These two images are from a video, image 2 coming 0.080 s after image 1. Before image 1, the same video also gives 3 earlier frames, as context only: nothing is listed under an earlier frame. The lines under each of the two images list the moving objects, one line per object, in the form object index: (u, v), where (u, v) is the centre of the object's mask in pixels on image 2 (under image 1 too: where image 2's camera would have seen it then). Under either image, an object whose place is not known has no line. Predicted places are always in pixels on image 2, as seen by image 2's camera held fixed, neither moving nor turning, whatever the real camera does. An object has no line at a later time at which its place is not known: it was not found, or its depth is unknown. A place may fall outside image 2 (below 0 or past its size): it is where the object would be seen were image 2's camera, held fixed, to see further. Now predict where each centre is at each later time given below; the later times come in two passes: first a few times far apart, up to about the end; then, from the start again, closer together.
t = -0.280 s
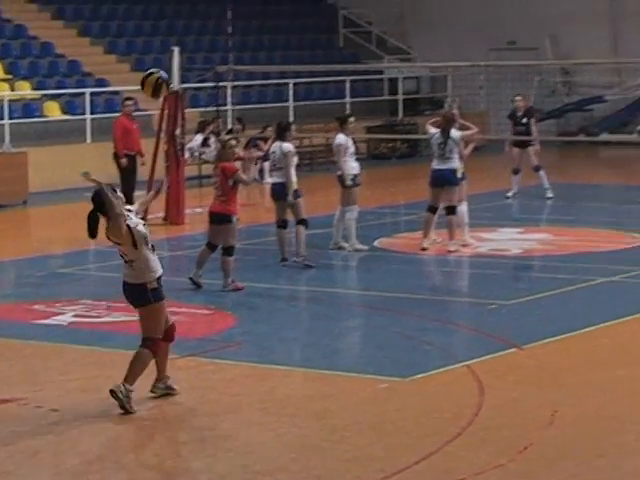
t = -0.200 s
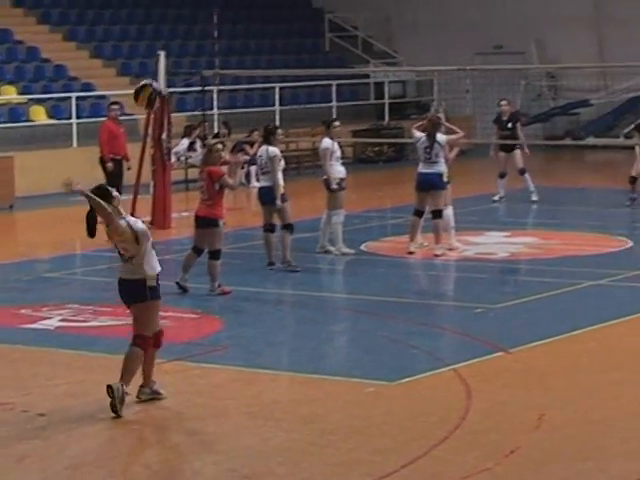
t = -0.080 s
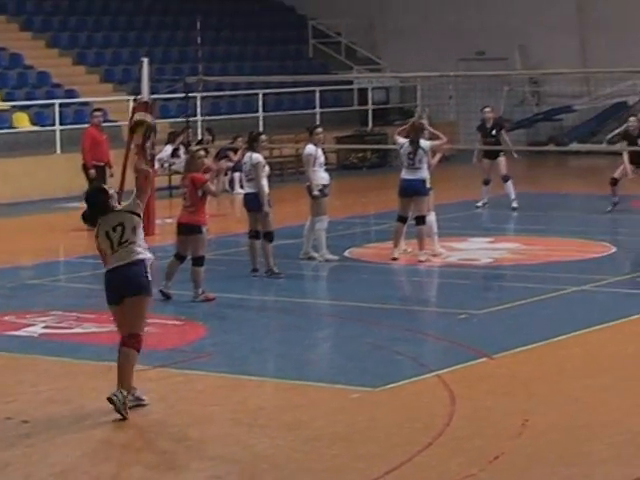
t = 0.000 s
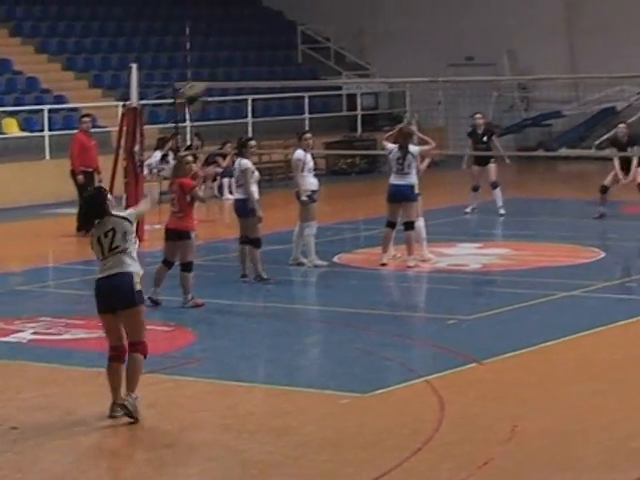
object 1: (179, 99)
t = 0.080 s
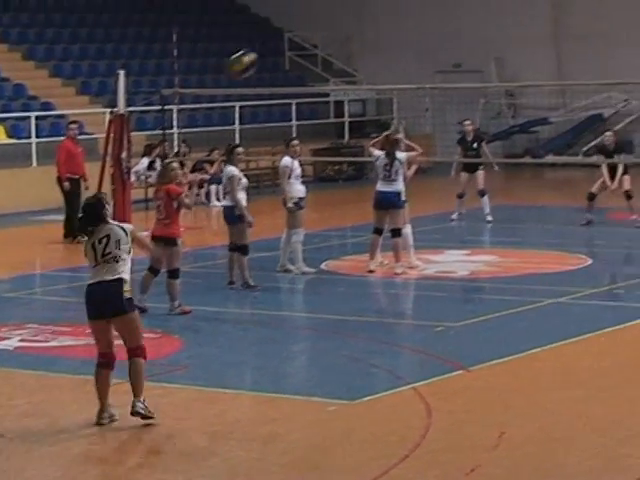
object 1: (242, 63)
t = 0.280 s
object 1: (359, 15)
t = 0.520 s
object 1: (457, 25)
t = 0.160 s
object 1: (295, 34)
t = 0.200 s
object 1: (318, 26)
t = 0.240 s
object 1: (342, 20)
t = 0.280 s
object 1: (359, 15)
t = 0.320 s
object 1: (379, 14)
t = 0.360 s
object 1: (397, 15)
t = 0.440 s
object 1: (431, 18)
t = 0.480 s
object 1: (445, 21)
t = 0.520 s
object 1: (457, 25)
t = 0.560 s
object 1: (471, 30)
